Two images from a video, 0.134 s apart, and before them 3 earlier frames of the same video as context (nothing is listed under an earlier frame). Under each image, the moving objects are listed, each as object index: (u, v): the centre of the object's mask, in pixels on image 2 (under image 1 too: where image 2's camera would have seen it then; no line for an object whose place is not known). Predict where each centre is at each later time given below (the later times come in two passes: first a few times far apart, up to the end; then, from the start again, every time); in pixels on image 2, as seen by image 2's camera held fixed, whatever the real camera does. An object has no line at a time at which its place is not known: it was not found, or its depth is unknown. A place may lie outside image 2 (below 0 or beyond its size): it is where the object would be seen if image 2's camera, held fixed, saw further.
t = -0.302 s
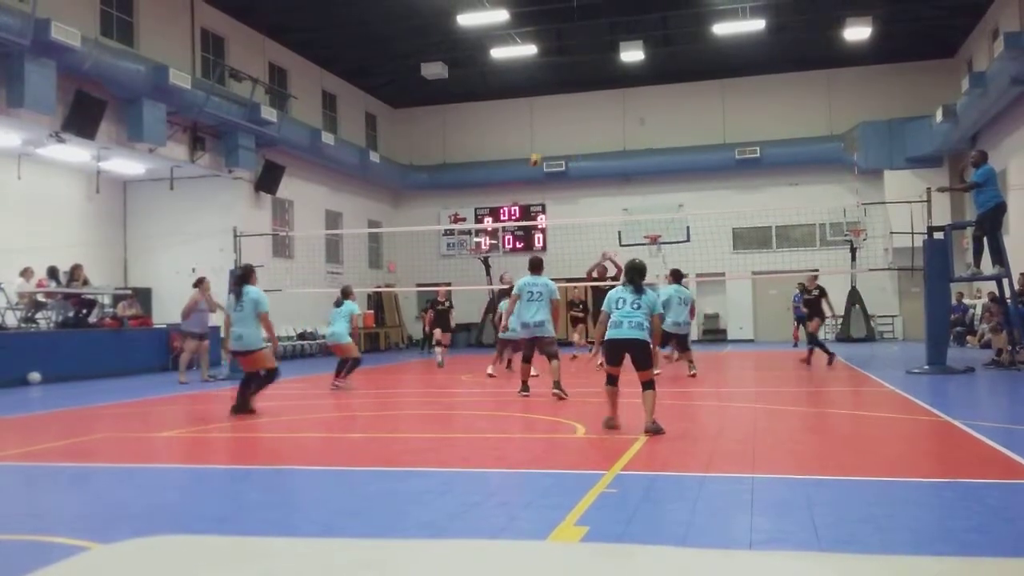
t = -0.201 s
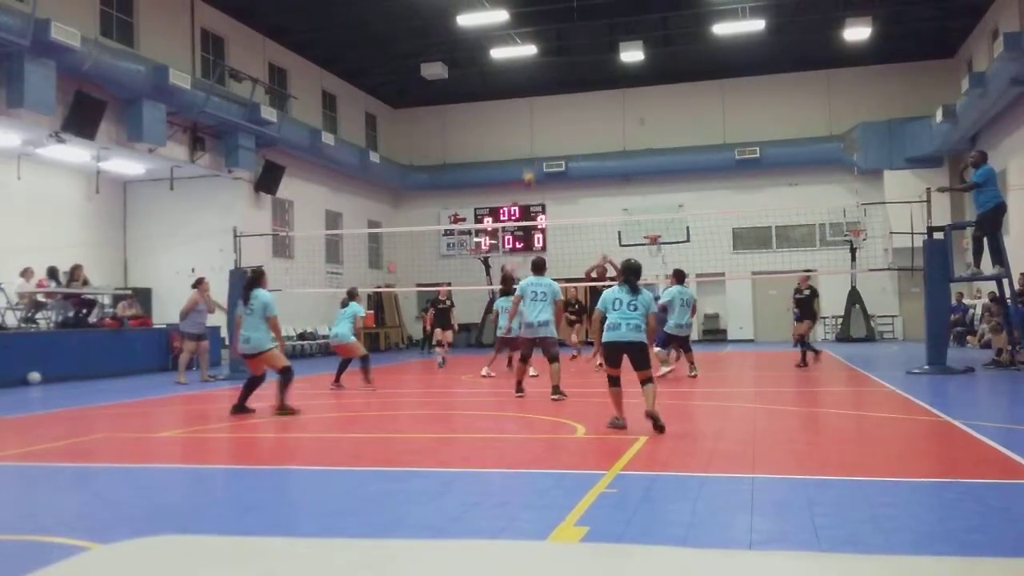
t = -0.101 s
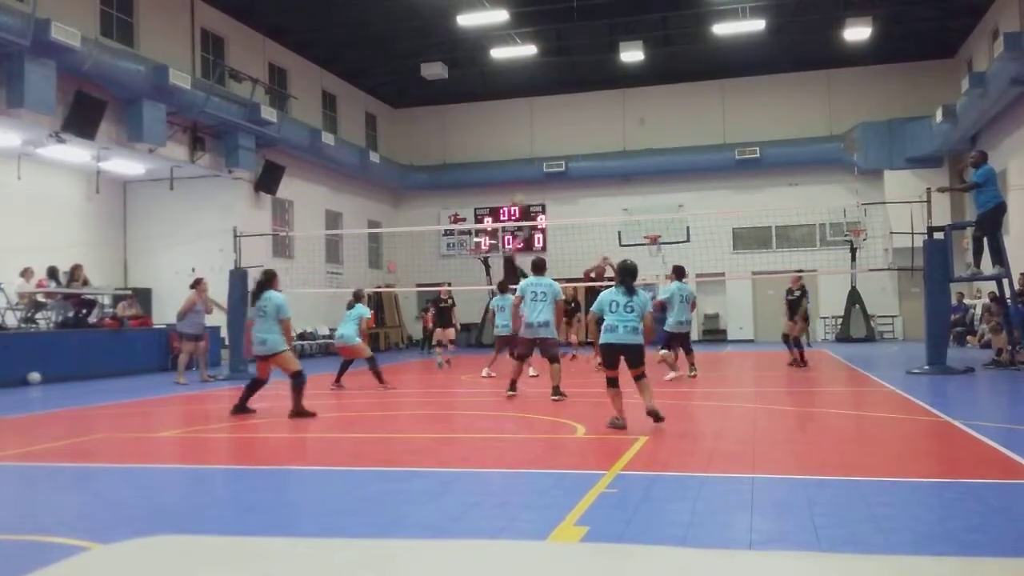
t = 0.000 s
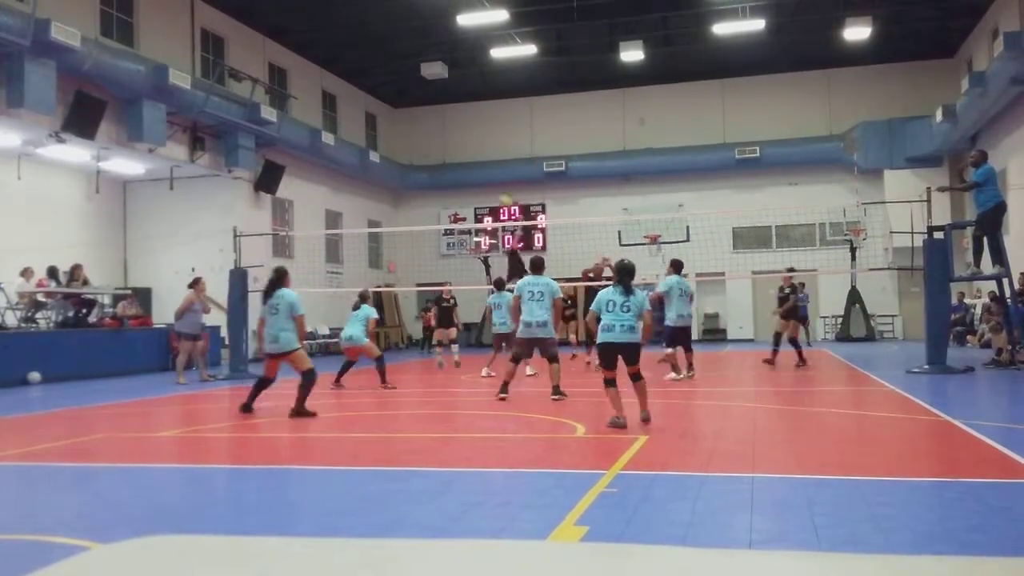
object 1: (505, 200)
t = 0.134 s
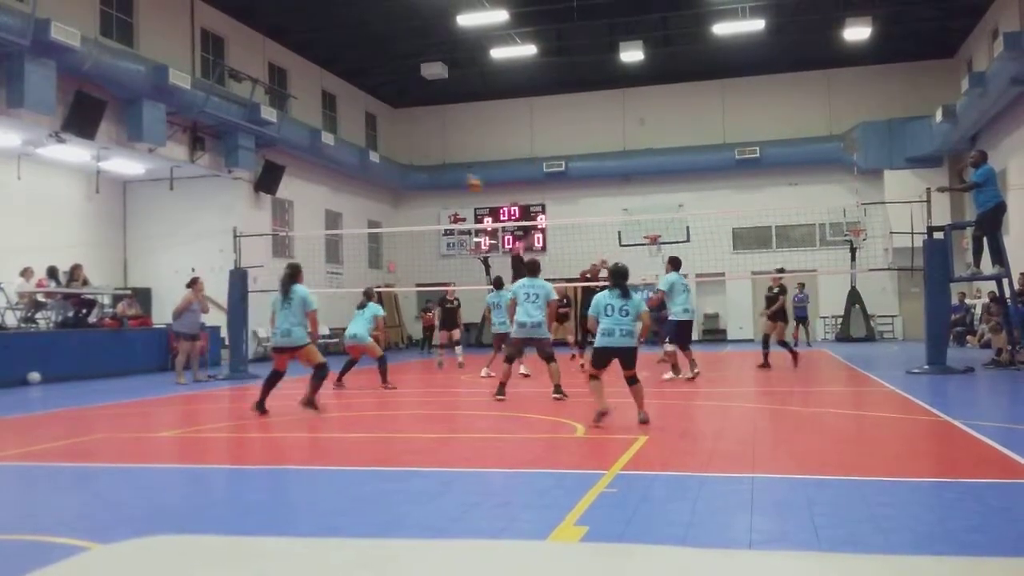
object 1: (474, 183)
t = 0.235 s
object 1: (449, 172)
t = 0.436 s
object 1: (401, 173)
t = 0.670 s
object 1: (341, 207)
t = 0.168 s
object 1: (466, 178)
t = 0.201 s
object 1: (458, 174)
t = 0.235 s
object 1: (449, 172)
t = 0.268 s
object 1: (441, 171)
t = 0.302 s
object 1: (433, 170)
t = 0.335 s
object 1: (426, 170)
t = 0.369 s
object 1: (418, 170)
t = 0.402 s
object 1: (409, 170)
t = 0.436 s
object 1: (401, 173)
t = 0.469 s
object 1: (392, 174)
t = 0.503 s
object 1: (383, 179)
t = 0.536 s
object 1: (375, 184)
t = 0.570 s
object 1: (367, 187)
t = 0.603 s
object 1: (359, 193)
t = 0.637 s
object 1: (350, 199)
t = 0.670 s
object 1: (341, 207)
